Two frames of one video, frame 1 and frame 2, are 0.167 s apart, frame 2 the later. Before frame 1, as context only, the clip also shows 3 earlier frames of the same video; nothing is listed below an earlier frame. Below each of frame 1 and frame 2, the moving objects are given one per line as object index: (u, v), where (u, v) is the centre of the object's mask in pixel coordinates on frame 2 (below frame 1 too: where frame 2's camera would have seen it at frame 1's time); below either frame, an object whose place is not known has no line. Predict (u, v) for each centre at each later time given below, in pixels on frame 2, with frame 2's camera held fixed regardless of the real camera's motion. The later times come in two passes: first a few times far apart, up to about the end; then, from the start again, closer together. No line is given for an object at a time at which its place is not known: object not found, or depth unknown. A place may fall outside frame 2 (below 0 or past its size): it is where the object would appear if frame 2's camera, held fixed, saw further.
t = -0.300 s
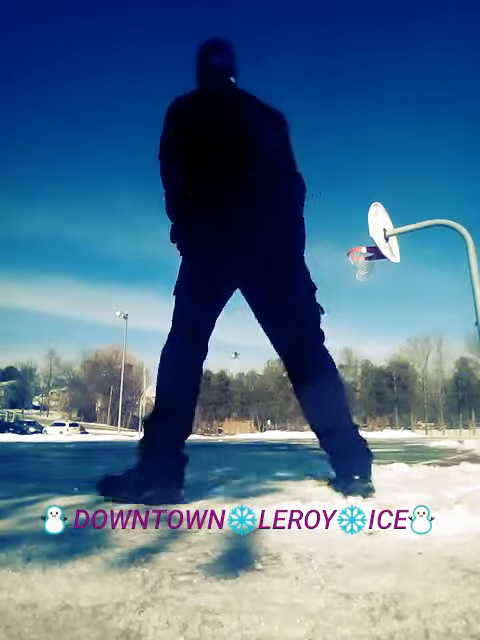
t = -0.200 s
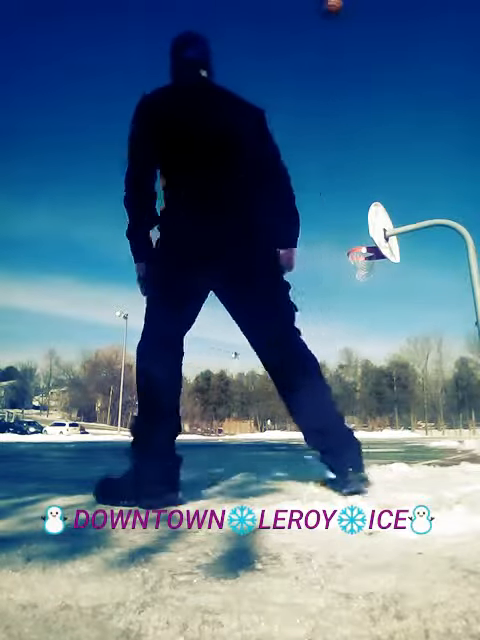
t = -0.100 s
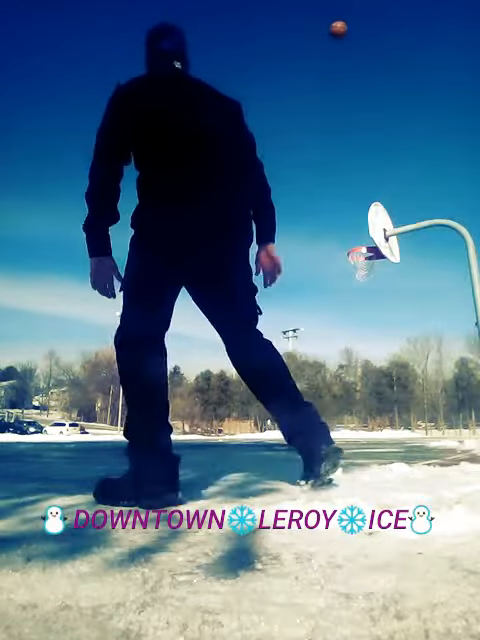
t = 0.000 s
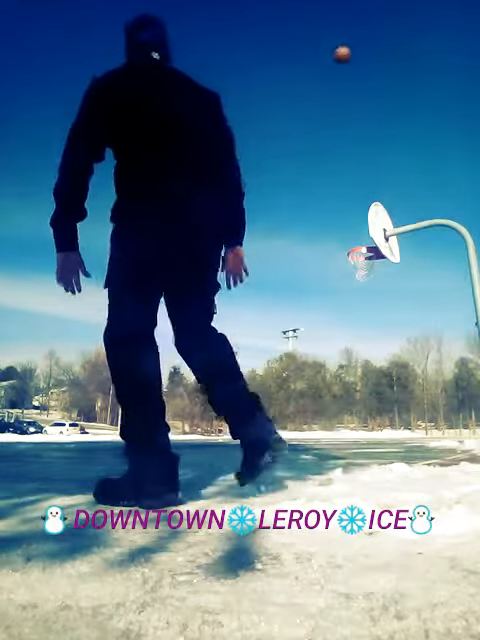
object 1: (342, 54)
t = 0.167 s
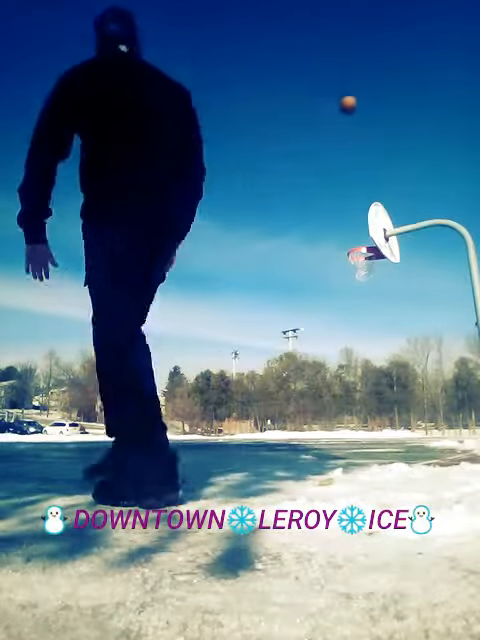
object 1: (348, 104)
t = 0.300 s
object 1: (353, 149)
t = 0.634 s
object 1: (363, 276)
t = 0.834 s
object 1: (357, 354)
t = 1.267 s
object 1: (327, 361)
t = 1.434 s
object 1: (312, 332)
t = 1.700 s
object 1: (288, 320)
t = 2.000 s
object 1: (259, 363)
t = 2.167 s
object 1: (241, 419)
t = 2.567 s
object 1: (197, 369)
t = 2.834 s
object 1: (165, 374)
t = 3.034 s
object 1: (135, 419)
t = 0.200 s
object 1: (349, 115)
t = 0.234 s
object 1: (350, 126)
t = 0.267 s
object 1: (352, 138)
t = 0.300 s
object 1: (353, 149)
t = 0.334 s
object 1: (356, 161)
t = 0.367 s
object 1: (357, 172)
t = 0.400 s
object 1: (359, 185)
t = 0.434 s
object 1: (359, 198)
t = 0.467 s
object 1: (360, 211)
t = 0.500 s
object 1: (361, 224)
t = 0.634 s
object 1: (363, 276)
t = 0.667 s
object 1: (361, 287)
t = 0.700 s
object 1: (360, 298)
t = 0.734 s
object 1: (360, 311)
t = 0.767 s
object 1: (359, 325)
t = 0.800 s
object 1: (357, 339)
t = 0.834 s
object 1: (357, 354)
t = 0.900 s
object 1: (356, 386)
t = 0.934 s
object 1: (354, 401)
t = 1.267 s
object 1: (327, 361)
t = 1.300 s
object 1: (325, 354)
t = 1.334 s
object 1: (321, 349)
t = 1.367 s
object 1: (318, 343)
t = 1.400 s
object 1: (315, 337)
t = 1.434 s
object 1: (312, 332)
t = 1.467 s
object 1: (309, 329)
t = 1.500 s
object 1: (306, 325)
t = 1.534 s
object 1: (303, 324)
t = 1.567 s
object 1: (300, 322)
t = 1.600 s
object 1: (297, 320)
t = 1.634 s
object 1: (294, 319)
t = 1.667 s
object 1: (291, 319)
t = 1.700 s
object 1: (288, 320)
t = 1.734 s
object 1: (286, 321)
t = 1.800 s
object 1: (279, 327)
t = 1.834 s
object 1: (276, 330)
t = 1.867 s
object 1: (272, 335)
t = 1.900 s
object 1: (269, 341)
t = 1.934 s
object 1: (266, 347)
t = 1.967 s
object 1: (263, 355)
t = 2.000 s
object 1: (259, 363)
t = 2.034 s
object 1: (256, 372)
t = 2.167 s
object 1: (241, 419)
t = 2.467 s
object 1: (208, 382)
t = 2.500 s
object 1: (205, 376)
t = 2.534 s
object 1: (201, 372)
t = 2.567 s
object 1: (197, 369)
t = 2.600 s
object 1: (193, 366)
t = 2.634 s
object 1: (189, 364)
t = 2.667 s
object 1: (185, 363)
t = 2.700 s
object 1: (181, 364)
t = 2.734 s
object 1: (177, 365)
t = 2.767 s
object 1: (173, 367)
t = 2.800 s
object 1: (169, 370)
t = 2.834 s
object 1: (165, 374)
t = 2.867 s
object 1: (160, 379)
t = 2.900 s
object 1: (156, 385)
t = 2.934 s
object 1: (151, 391)
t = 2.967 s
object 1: (146, 400)
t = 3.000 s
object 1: (141, 409)
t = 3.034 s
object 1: (135, 419)
